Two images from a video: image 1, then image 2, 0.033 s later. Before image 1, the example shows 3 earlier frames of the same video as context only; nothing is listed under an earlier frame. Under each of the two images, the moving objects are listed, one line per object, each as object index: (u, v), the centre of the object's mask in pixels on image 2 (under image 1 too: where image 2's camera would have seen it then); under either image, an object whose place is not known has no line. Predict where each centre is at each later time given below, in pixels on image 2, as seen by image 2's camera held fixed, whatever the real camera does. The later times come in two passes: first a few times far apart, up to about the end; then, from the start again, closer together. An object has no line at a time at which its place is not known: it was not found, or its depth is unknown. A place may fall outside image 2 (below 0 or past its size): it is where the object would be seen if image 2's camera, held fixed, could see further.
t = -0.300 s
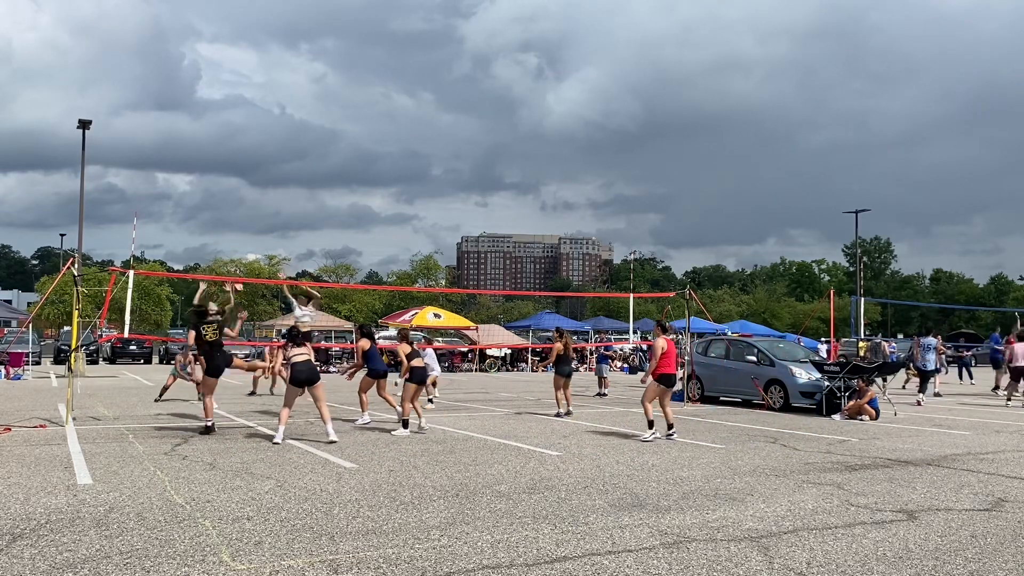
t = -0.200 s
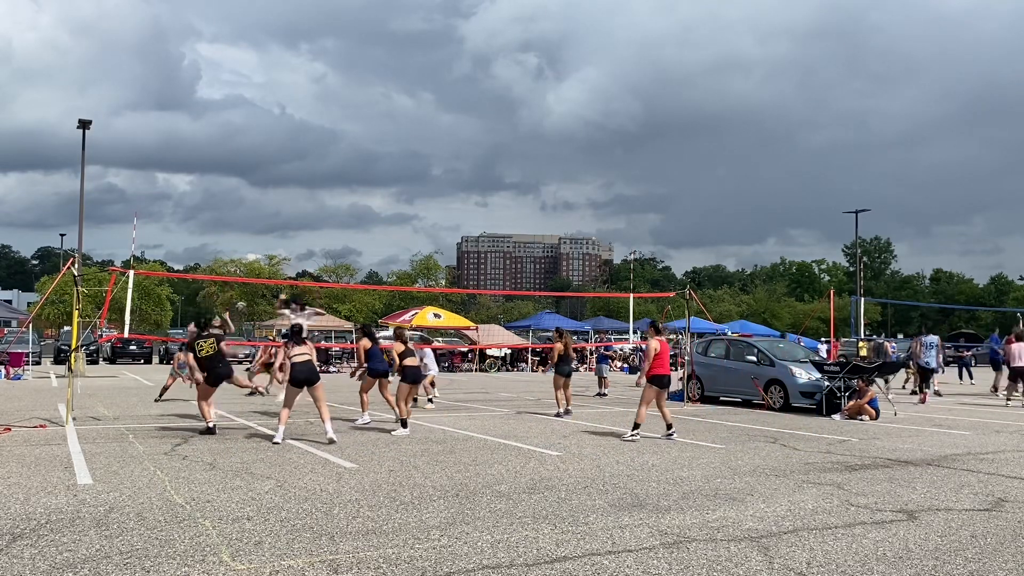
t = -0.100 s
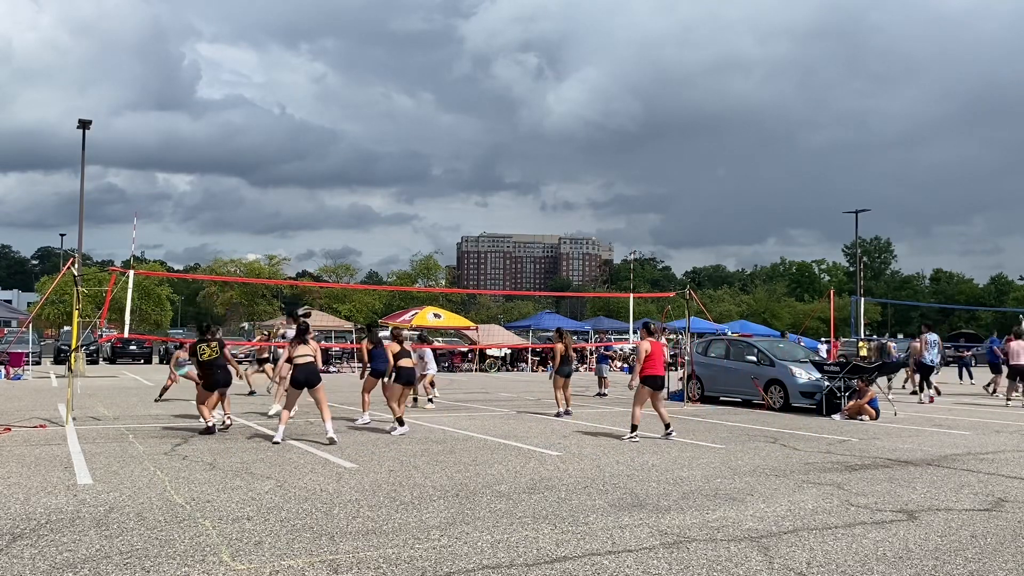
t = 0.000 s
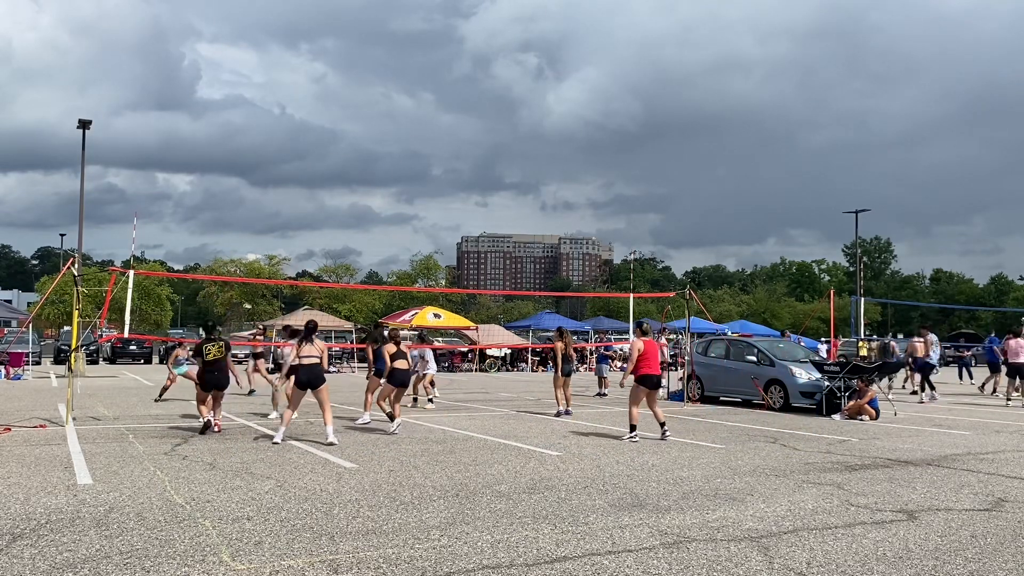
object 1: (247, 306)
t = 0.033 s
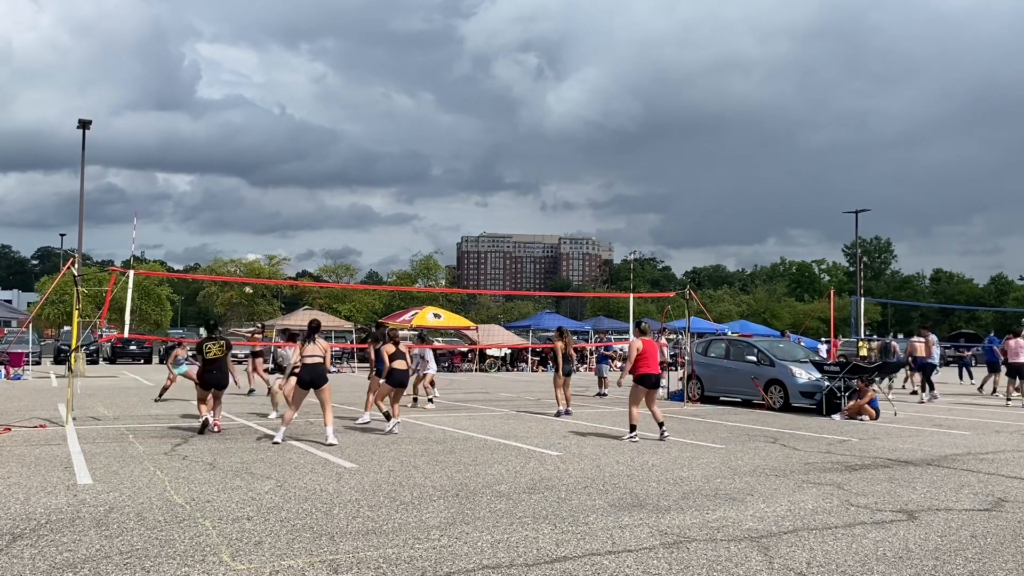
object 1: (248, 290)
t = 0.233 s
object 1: (254, 202)
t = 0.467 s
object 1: (263, 126)
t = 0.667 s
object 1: (270, 82)
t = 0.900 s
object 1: (279, 53)
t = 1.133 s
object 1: (287, 47)
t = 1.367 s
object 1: (296, 61)
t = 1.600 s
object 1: (304, 96)
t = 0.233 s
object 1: (254, 202)
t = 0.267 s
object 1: (256, 190)
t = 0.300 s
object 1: (257, 178)
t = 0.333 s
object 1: (258, 166)
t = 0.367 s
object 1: (259, 156)
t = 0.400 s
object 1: (261, 145)
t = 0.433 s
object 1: (262, 135)
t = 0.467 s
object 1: (263, 126)
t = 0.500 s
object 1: (264, 118)
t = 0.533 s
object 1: (265, 110)
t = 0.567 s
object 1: (266, 102)
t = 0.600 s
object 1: (268, 94)
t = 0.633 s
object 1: (269, 88)
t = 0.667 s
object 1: (270, 82)
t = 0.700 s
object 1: (271, 76)
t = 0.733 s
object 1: (272, 71)
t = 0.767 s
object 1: (274, 67)
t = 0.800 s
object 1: (275, 63)
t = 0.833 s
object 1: (276, 59)
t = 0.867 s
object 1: (278, 56)
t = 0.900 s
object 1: (279, 53)
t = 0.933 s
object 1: (280, 51)
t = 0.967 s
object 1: (281, 49)
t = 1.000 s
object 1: (283, 48)
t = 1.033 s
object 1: (284, 47)
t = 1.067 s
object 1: (285, 46)
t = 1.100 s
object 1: (286, 46)
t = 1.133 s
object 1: (287, 47)
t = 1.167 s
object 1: (289, 48)
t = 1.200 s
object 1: (290, 49)
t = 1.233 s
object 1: (292, 50)
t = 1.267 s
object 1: (293, 53)
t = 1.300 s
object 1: (294, 55)
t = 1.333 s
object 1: (295, 58)
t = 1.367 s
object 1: (296, 61)
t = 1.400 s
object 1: (297, 65)
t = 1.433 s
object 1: (298, 69)
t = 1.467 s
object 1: (300, 74)
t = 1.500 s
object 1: (301, 79)
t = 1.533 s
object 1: (302, 84)
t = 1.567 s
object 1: (303, 90)
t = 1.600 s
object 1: (304, 96)
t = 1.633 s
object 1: (305, 102)
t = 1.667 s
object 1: (306, 109)
